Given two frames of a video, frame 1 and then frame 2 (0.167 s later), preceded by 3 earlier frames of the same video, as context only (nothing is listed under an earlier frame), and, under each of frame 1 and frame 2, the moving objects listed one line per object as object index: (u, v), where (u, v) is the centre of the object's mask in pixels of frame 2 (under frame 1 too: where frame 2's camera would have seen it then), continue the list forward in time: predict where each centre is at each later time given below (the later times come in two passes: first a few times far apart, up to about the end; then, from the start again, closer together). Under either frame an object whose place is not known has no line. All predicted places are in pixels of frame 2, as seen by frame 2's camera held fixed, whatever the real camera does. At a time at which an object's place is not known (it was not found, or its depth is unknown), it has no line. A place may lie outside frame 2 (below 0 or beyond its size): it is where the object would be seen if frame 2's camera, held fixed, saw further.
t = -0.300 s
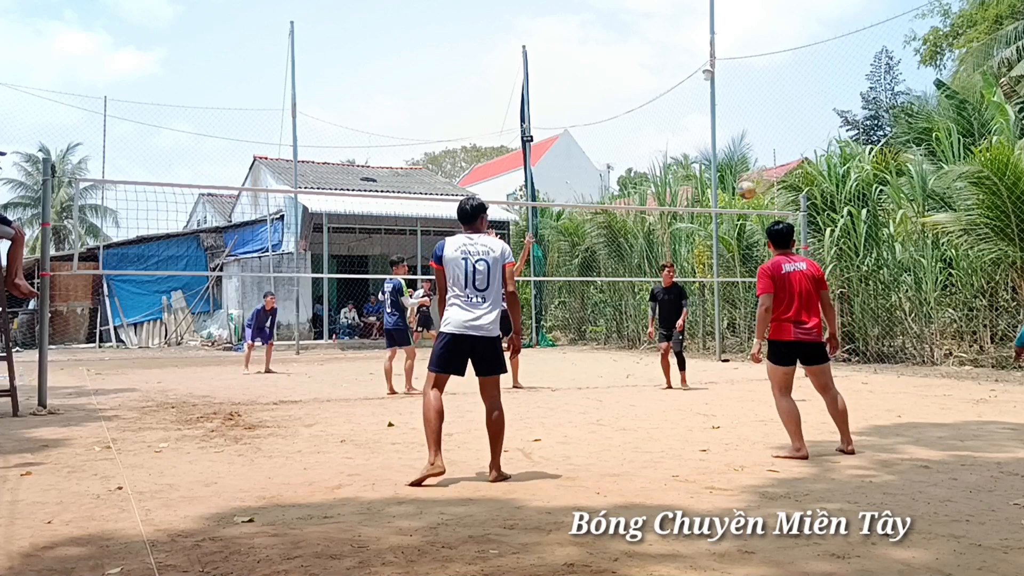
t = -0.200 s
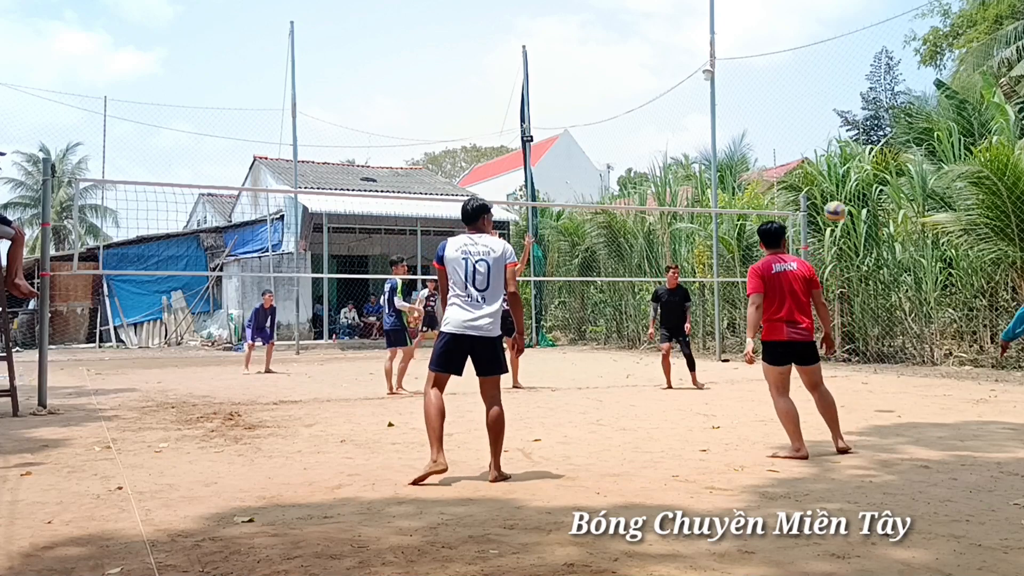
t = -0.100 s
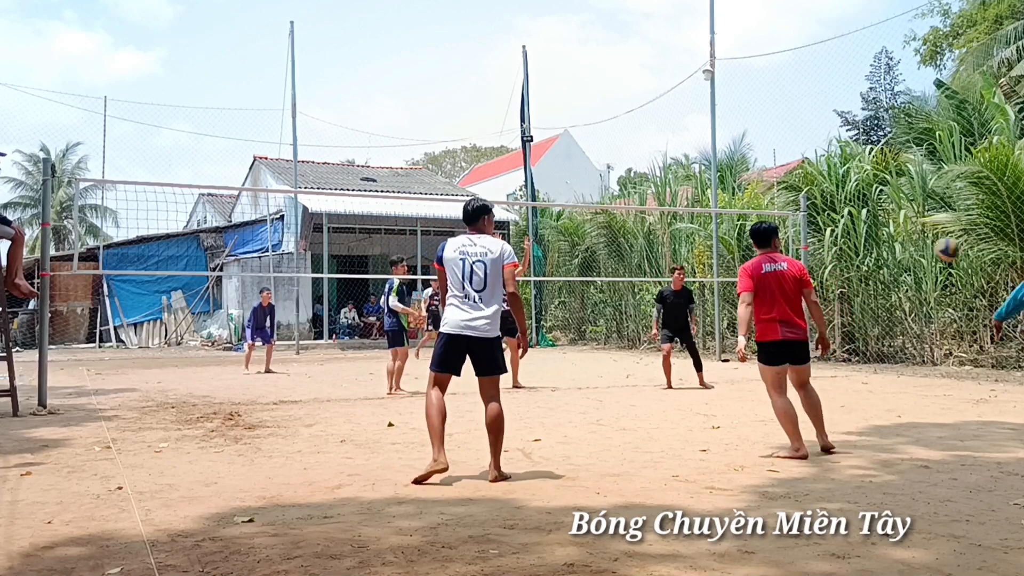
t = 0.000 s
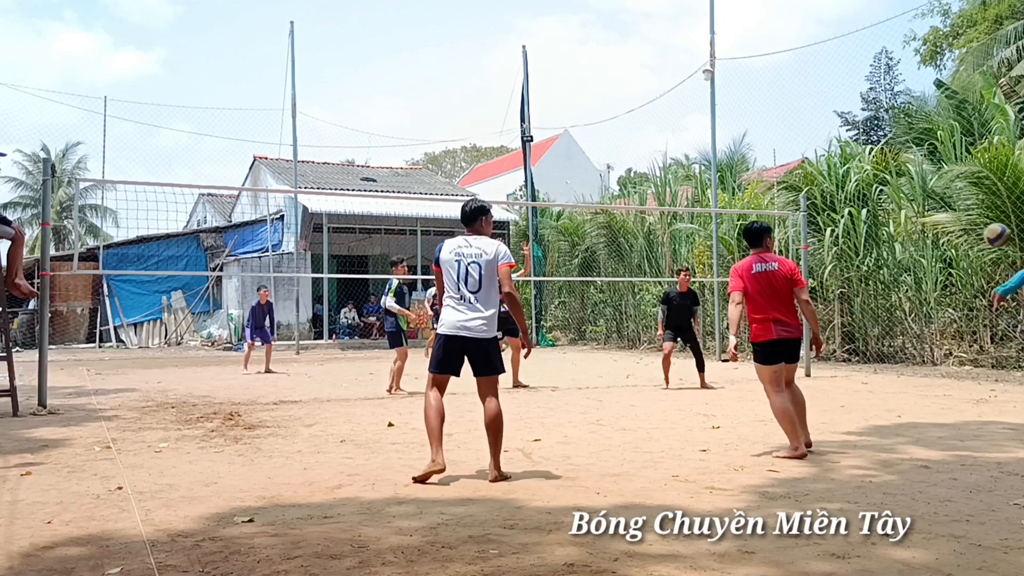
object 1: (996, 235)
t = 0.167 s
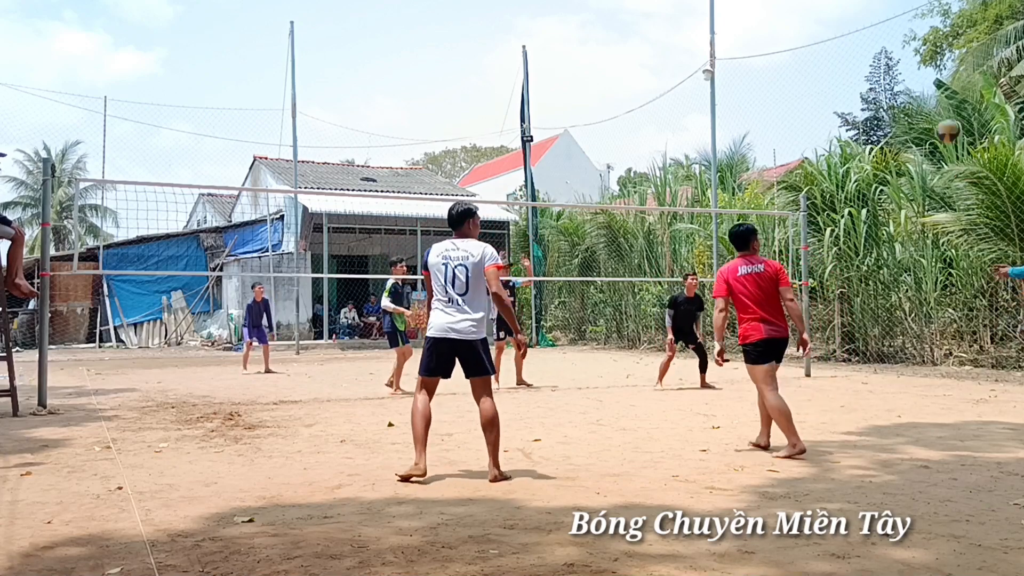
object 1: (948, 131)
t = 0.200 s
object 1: (939, 116)
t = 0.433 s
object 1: (880, 42)
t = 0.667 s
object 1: (830, 29)
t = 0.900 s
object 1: (787, 65)
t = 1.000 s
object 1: (770, 94)
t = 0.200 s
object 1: (939, 116)
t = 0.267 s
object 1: (921, 88)
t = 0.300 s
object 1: (913, 76)
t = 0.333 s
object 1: (905, 66)
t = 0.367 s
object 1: (897, 57)
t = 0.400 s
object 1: (888, 49)
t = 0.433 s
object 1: (880, 42)
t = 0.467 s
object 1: (873, 37)
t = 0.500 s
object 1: (865, 33)
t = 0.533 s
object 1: (858, 31)
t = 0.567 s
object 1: (851, 29)
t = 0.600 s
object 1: (844, 28)
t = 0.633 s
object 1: (837, 27)
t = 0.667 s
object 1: (830, 29)
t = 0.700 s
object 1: (823, 31)
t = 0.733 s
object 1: (817, 35)
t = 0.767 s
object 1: (811, 39)
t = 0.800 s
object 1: (805, 44)
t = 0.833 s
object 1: (799, 50)
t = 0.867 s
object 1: (793, 57)
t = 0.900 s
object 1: (787, 65)
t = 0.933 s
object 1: (781, 74)
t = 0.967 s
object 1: (776, 84)
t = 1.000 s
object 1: (770, 94)
